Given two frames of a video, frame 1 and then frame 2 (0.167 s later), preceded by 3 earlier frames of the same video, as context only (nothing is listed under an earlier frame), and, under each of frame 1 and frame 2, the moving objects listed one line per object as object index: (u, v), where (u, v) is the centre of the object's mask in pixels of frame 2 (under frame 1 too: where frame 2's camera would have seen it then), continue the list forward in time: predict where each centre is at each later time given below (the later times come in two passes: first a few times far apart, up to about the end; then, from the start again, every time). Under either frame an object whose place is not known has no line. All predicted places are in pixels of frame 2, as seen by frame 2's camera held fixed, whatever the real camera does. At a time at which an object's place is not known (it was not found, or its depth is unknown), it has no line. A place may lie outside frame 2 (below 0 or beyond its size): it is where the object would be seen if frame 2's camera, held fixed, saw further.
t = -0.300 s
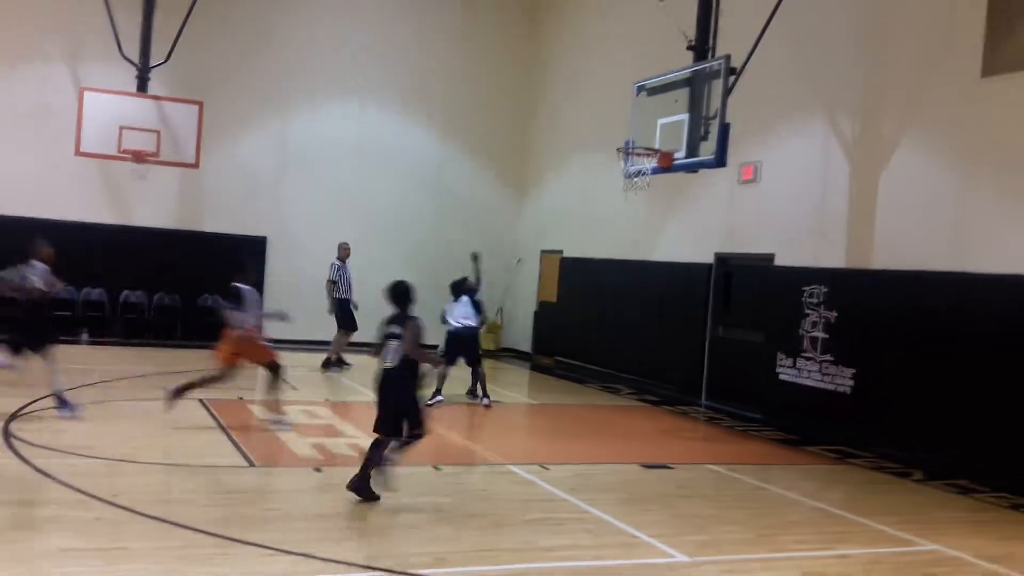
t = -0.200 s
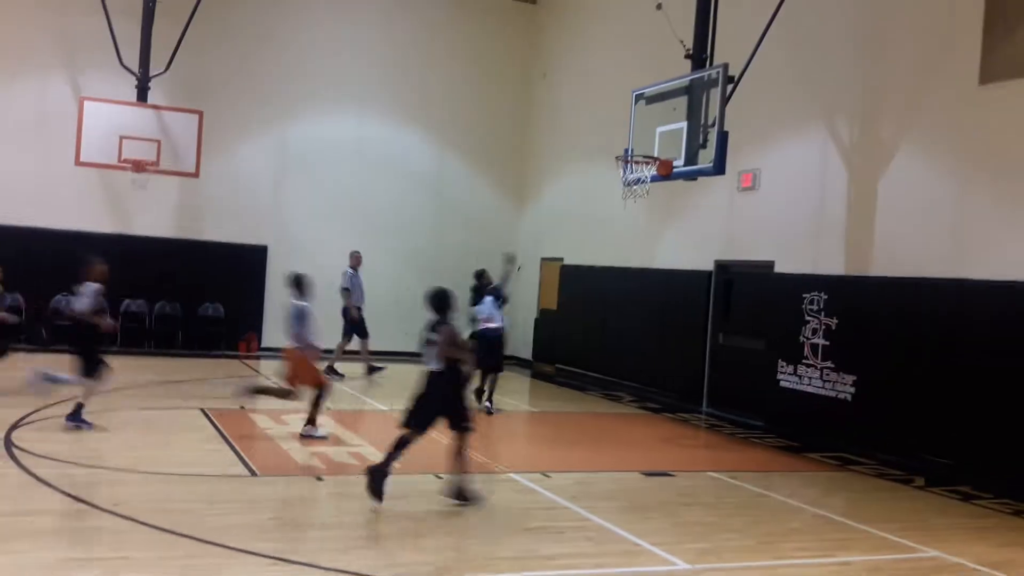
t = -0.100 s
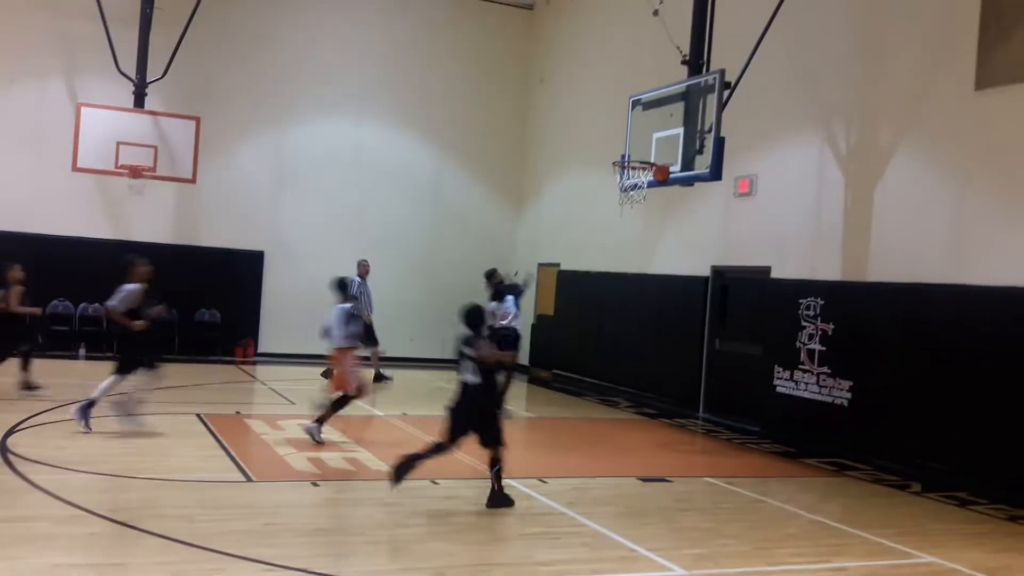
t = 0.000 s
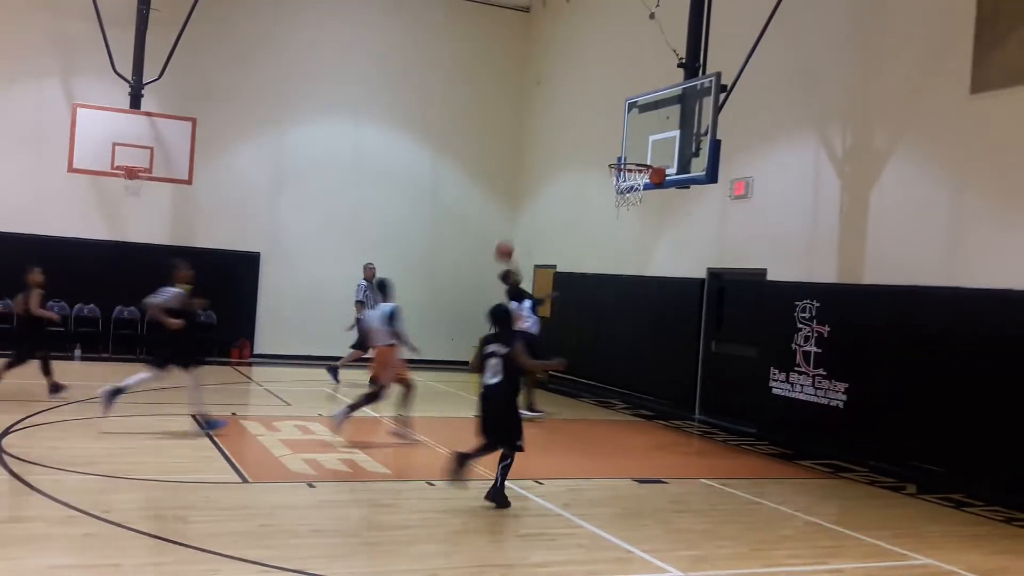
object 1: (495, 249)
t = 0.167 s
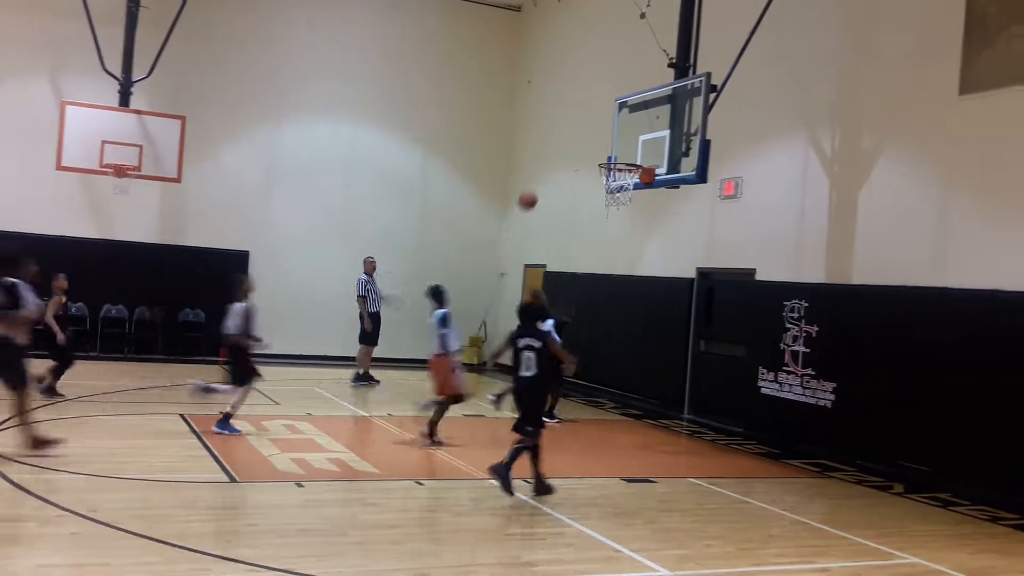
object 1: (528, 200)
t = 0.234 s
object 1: (541, 185)
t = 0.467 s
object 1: (588, 159)
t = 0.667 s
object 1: (620, 163)
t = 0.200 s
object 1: (535, 192)
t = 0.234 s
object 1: (541, 185)
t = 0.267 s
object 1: (547, 180)
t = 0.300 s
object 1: (554, 175)
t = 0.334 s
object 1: (561, 170)
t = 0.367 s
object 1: (567, 166)
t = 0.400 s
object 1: (574, 162)
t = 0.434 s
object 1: (581, 160)
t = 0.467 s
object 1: (588, 159)
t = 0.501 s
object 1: (594, 158)
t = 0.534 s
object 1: (600, 158)
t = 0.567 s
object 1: (608, 157)
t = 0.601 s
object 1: (614, 159)
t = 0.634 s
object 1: (622, 160)
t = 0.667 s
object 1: (620, 163)
